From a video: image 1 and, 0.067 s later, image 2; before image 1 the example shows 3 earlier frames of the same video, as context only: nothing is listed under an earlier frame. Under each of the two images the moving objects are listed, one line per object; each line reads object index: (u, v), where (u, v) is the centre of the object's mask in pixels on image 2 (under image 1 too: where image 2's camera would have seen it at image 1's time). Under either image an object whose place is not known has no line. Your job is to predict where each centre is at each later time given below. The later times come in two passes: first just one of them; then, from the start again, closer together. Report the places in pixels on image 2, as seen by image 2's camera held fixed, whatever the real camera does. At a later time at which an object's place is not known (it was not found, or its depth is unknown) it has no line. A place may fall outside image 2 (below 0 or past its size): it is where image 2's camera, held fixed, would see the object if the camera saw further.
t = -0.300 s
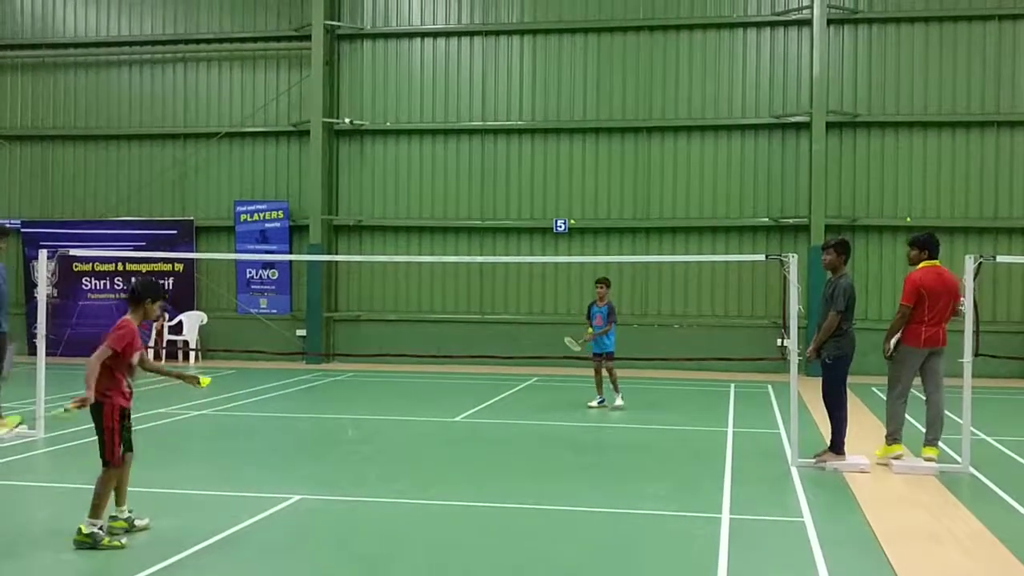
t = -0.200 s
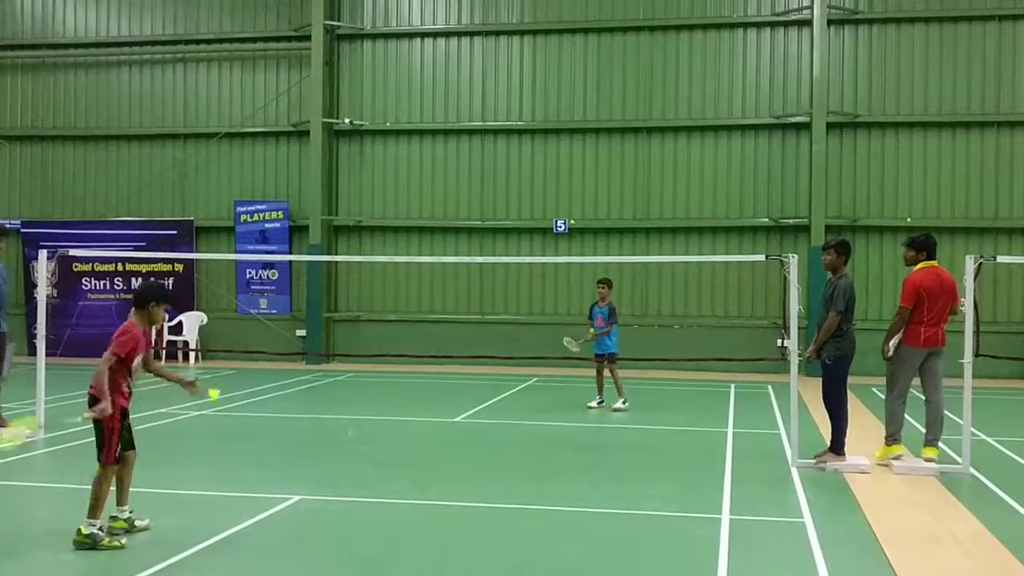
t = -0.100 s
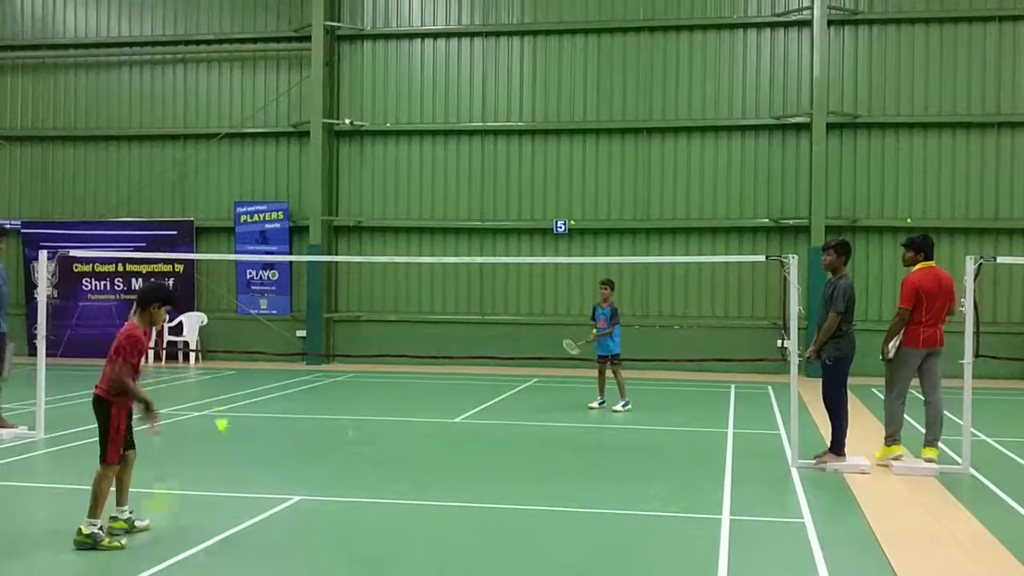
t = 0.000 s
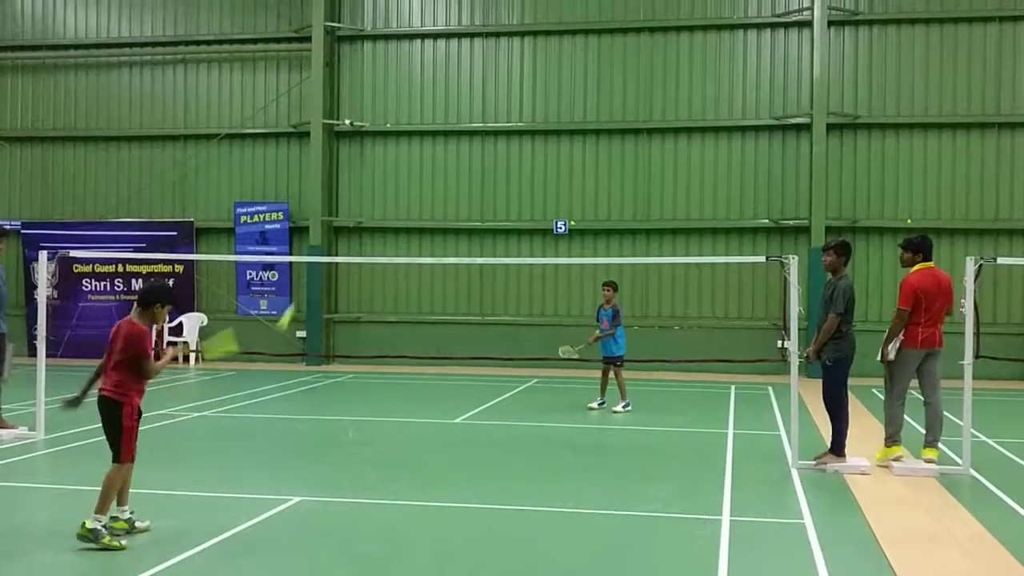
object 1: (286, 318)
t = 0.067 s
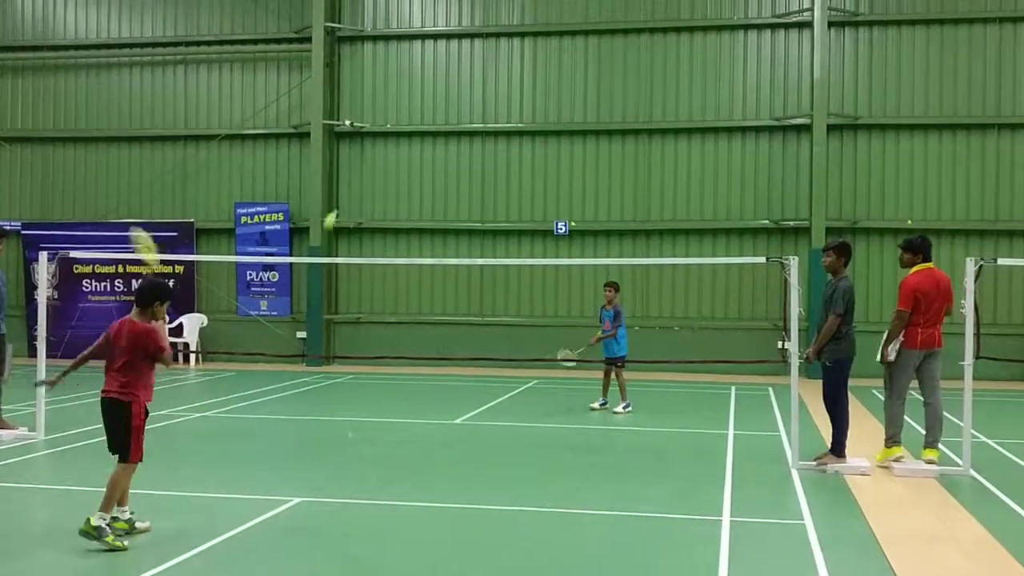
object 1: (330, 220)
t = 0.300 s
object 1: (413, 72)
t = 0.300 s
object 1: (413, 72)
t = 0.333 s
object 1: (420, 65)
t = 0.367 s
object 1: (426, 58)
